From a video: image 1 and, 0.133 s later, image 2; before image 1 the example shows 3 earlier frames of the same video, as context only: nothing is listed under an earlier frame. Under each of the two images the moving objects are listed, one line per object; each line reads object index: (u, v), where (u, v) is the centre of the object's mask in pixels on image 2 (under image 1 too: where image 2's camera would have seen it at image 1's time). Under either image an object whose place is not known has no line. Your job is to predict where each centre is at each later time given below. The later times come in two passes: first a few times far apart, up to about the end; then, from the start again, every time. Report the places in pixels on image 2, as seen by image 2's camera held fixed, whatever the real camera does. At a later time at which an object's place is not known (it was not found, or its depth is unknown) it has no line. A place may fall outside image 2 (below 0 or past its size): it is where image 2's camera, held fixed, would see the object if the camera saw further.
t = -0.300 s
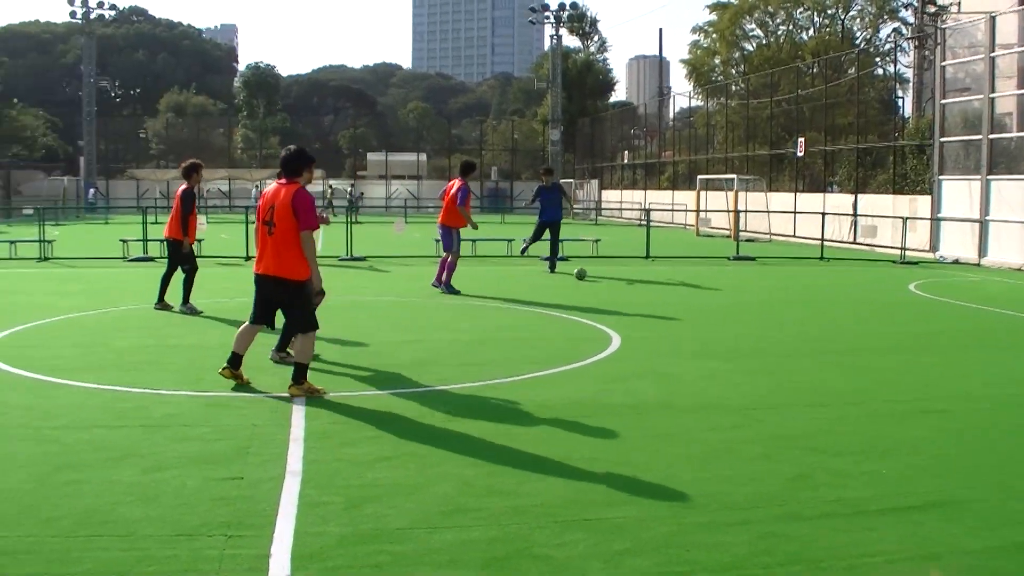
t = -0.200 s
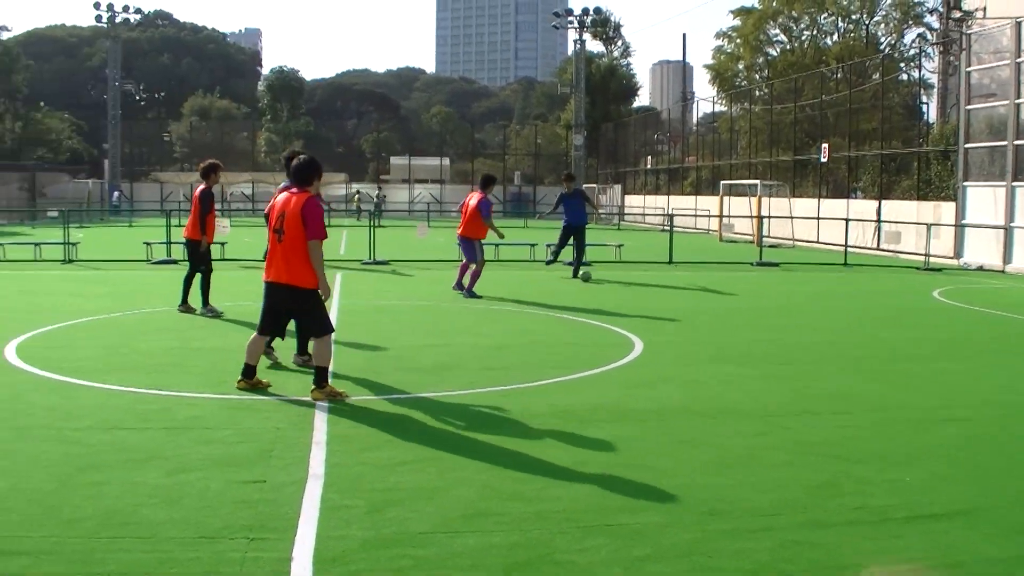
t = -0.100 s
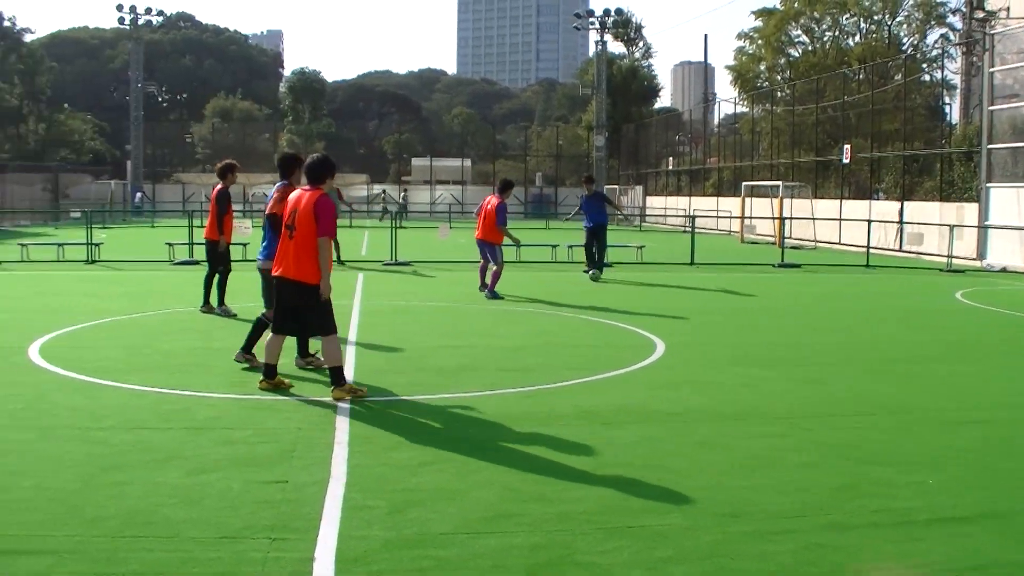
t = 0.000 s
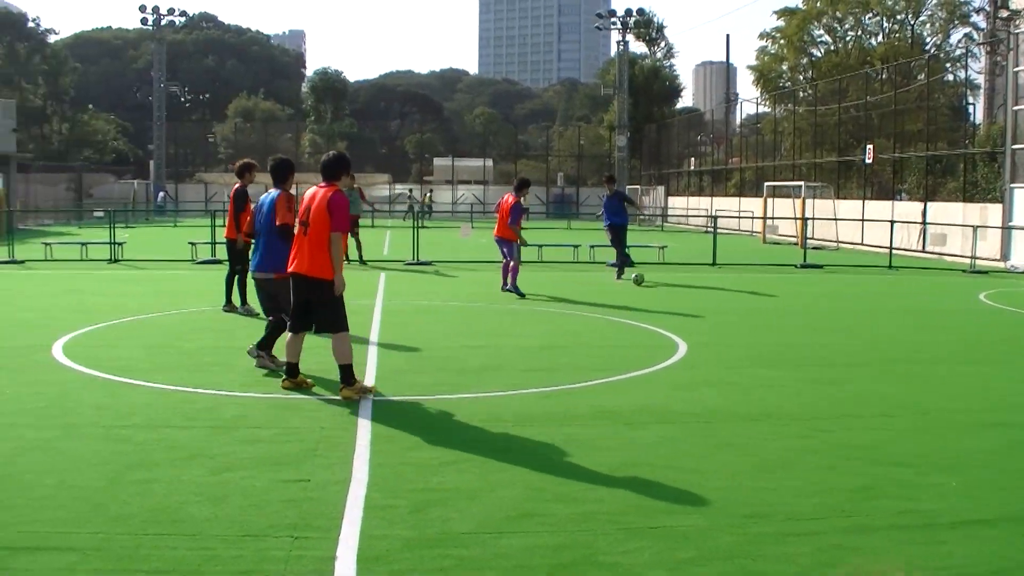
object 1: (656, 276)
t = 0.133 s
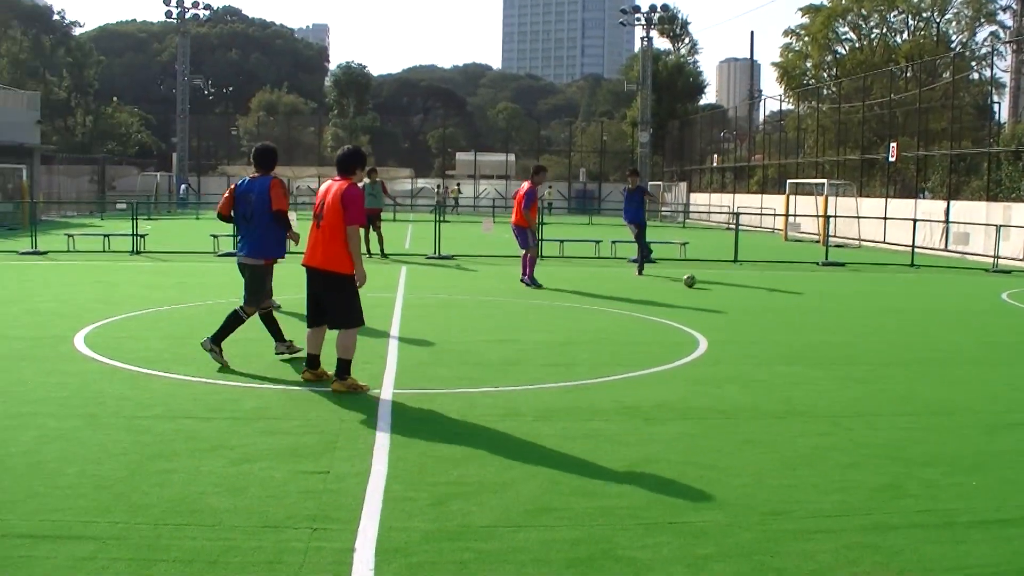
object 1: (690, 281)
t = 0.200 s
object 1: (705, 284)
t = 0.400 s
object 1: (750, 293)
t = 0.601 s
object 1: (797, 299)
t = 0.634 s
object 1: (804, 300)
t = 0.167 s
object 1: (697, 282)
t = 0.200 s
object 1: (705, 284)
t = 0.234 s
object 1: (713, 286)
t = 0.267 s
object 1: (720, 288)
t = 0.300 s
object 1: (727, 289)
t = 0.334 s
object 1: (735, 291)
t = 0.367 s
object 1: (743, 292)
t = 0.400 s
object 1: (750, 293)
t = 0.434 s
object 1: (758, 295)
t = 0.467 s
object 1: (766, 296)
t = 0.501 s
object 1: (773, 297)
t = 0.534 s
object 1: (781, 297)
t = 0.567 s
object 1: (789, 298)
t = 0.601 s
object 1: (797, 299)
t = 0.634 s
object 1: (804, 300)
